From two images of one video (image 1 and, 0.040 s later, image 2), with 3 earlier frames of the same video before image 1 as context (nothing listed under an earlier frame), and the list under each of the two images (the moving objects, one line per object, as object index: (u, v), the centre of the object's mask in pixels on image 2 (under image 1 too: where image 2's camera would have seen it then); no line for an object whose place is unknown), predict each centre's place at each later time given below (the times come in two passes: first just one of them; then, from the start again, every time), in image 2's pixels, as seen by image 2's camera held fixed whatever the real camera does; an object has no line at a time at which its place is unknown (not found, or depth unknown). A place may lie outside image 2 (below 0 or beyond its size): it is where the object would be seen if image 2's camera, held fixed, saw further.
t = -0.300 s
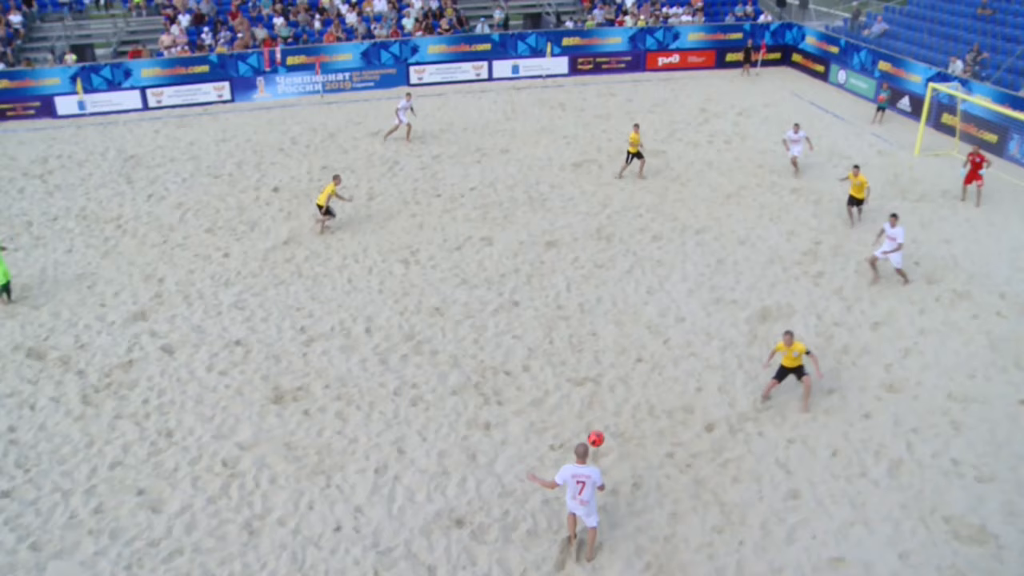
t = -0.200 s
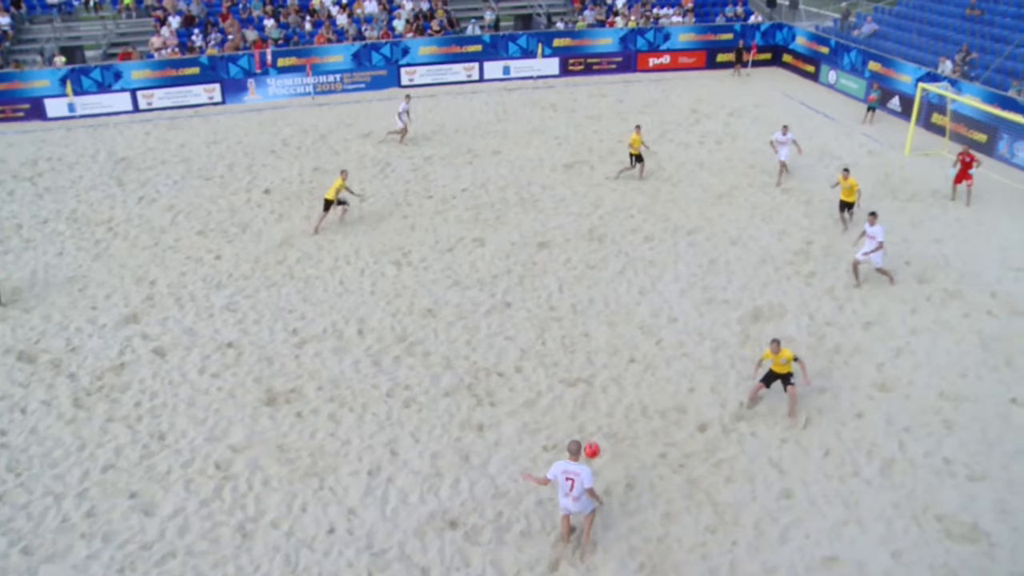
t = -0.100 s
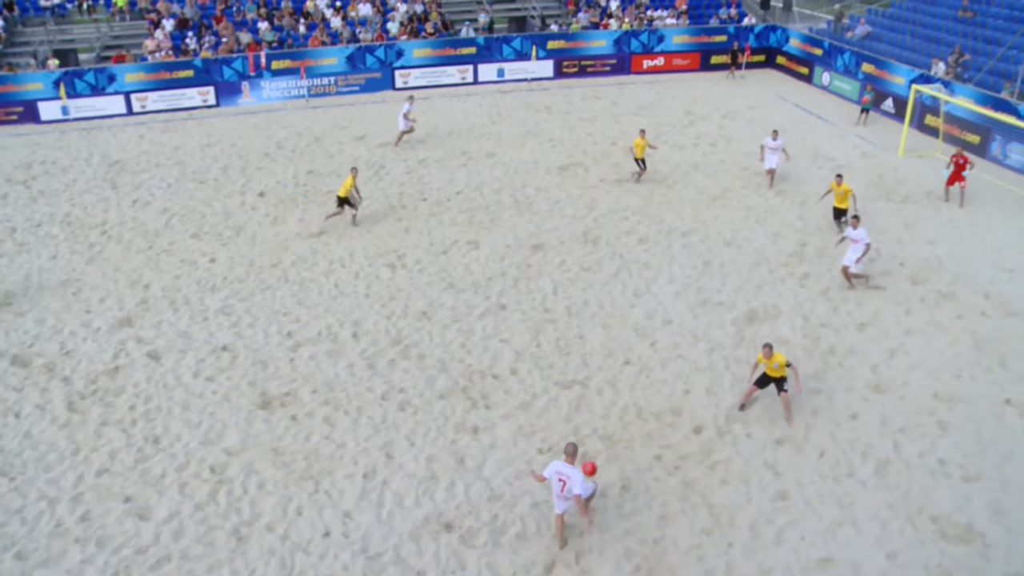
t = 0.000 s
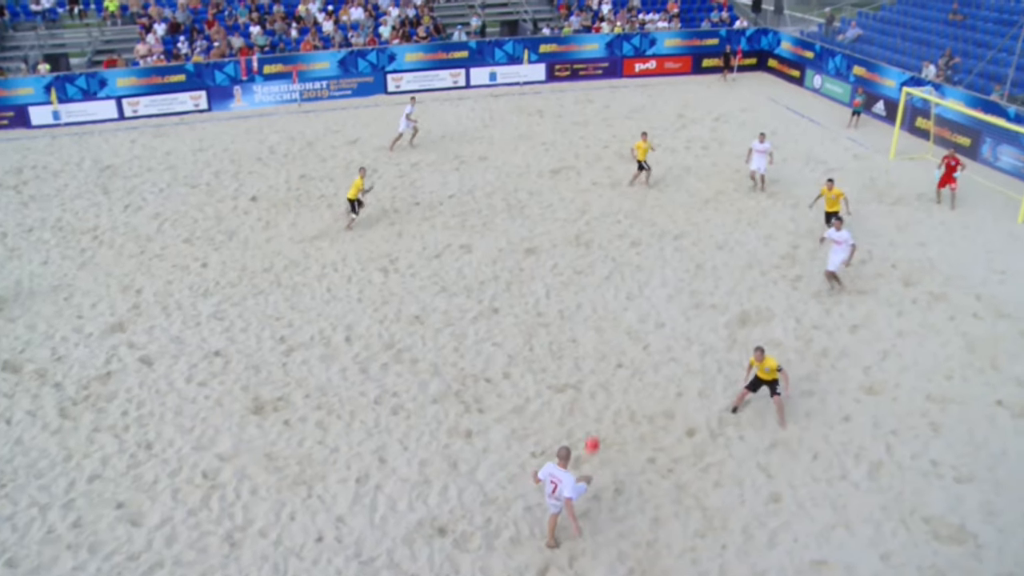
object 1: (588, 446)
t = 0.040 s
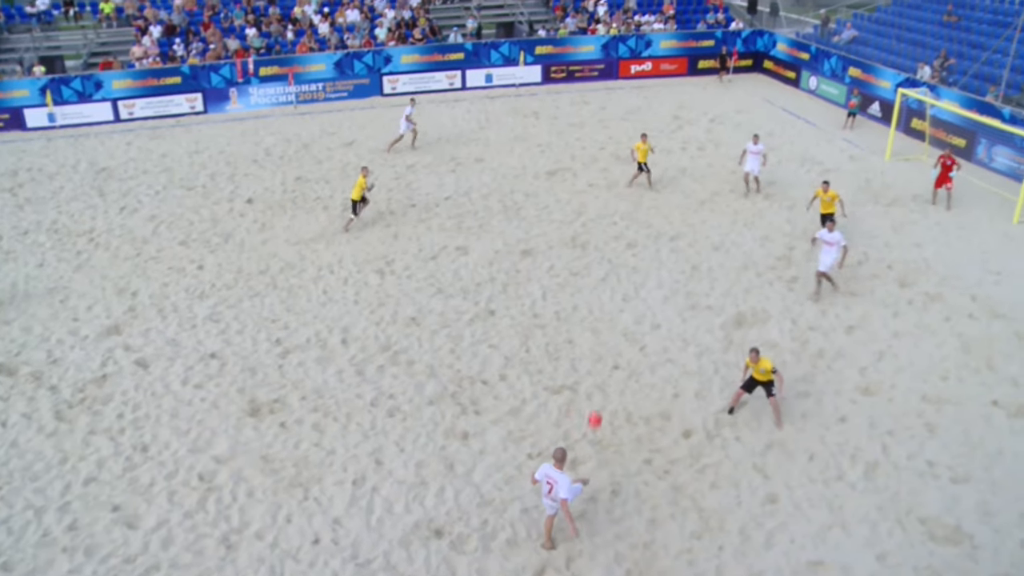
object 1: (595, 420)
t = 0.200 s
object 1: (616, 329)
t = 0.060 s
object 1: (598, 407)
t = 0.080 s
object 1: (601, 395)
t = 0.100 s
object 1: (604, 383)
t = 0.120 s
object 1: (607, 371)
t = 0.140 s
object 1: (609, 360)
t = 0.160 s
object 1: (612, 349)
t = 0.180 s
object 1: (614, 339)
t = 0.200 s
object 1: (616, 329)
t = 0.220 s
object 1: (619, 320)
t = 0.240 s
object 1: (622, 310)
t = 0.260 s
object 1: (624, 301)
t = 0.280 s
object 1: (626, 293)
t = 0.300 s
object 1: (628, 285)
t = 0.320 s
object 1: (630, 277)
